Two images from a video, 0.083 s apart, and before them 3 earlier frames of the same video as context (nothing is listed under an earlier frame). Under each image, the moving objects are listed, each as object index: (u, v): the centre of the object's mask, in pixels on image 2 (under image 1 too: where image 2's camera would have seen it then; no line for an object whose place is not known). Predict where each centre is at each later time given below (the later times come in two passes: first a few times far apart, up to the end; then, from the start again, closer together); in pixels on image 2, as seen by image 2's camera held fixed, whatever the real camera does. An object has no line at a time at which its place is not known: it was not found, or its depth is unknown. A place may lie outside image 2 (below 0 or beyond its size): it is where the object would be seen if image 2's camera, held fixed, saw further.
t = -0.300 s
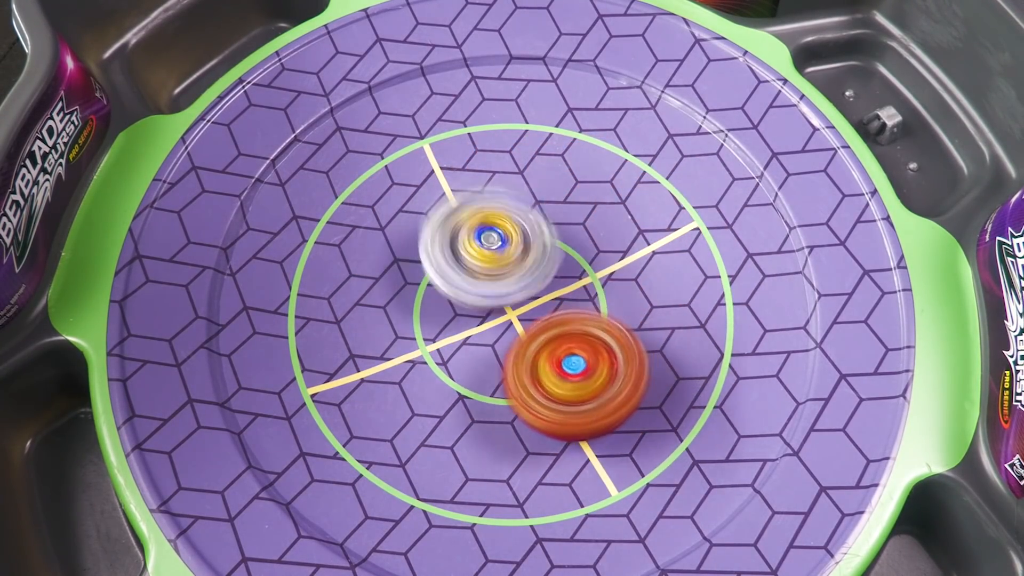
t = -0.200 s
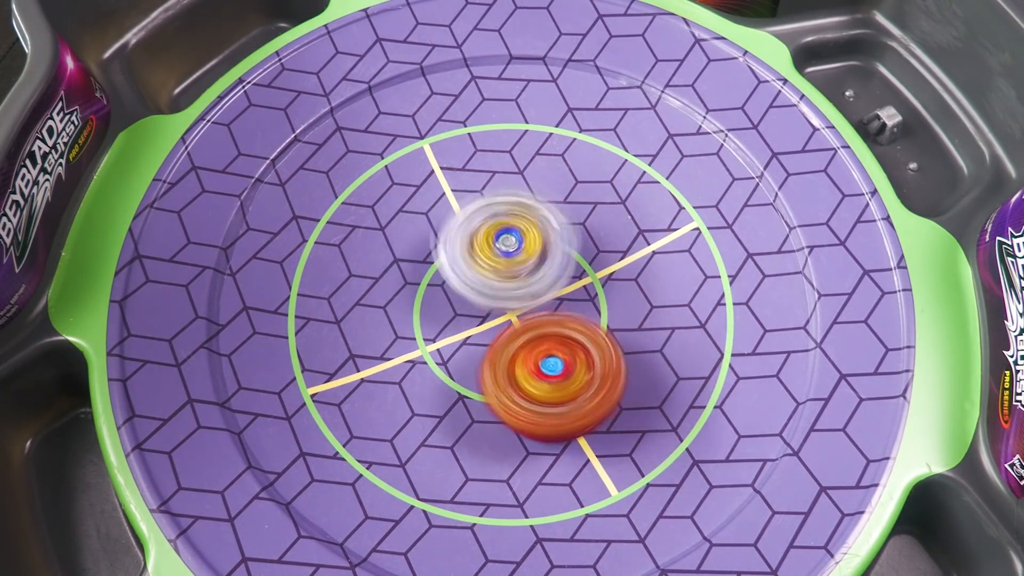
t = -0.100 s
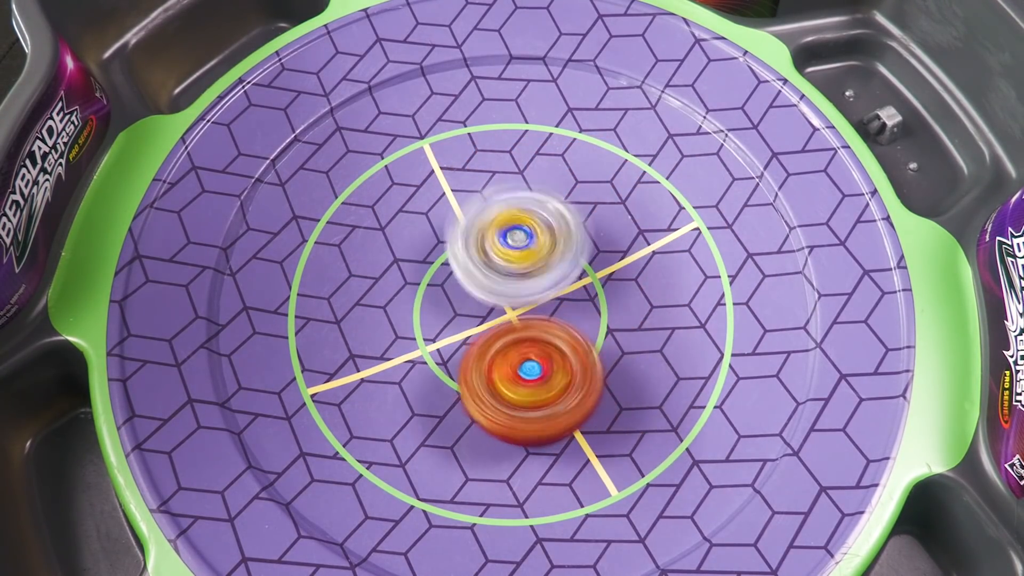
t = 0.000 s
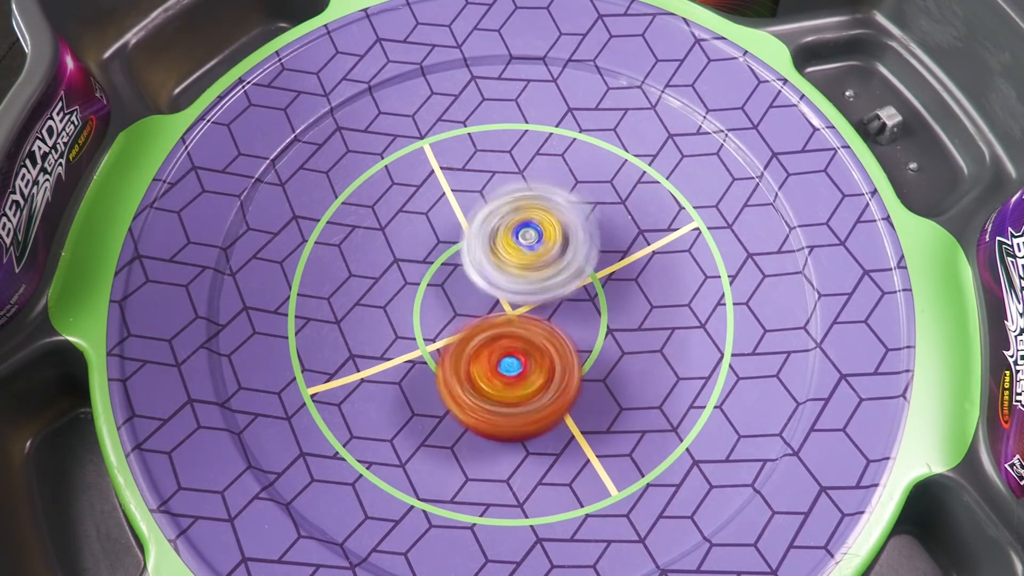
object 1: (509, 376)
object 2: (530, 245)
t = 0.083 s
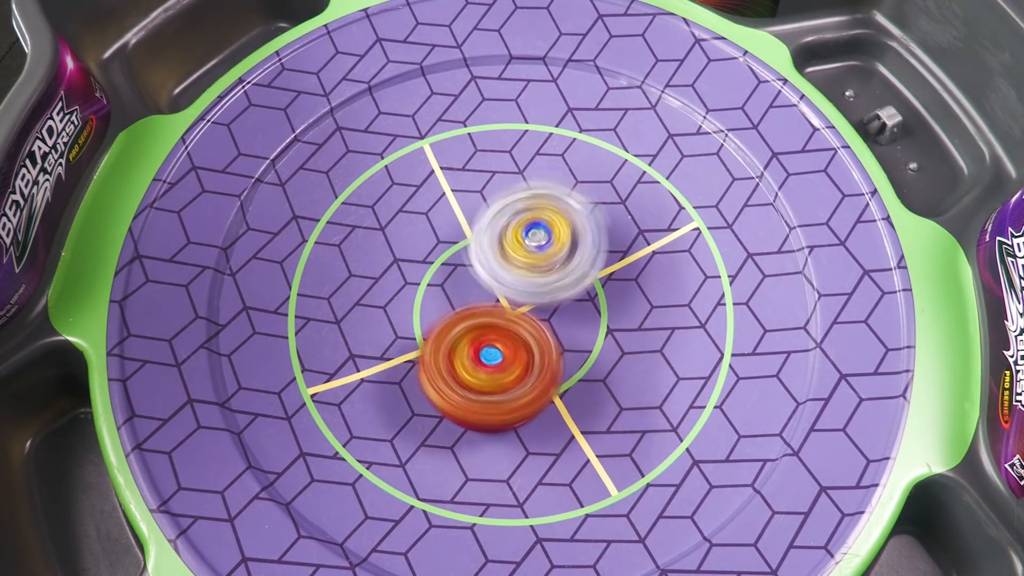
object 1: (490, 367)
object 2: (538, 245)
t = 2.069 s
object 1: (580, 238)
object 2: (502, 351)
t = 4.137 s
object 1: (487, 327)
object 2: (522, 190)
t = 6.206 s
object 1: (469, 264)
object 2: (617, 293)
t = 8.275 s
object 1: (495, 220)
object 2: (571, 345)
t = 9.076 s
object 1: (468, 223)
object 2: (563, 340)
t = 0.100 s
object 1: (486, 366)
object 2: (540, 245)
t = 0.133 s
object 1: (478, 362)
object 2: (546, 241)
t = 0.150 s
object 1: (474, 360)
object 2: (546, 239)
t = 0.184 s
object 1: (466, 354)
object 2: (549, 238)
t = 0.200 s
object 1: (464, 351)
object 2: (550, 236)
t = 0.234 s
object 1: (457, 345)
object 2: (551, 237)
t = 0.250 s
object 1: (454, 342)
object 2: (553, 237)
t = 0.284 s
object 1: (449, 335)
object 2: (553, 237)
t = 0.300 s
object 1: (448, 331)
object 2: (554, 239)
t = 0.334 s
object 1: (444, 323)
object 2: (555, 239)
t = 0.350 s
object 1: (442, 319)
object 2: (554, 240)
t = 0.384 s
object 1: (437, 311)
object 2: (556, 240)
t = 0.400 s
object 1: (433, 307)
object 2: (559, 239)
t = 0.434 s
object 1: (428, 299)
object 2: (562, 237)
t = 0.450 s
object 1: (427, 295)
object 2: (564, 237)
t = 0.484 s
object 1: (424, 287)
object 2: (565, 236)
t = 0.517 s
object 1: (422, 279)
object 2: (563, 237)
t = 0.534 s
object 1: (421, 276)
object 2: (564, 238)
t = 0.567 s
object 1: (420, 267)
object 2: (563, 238)
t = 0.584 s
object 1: (420, 263)
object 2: (562, 240)
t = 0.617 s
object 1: (420, 256)
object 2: (562, 241)
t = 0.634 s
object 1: (420, 253)
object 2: (562, 241)
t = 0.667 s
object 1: (419, 245)
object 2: (562, 242)
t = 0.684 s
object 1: (418, 242)
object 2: (564, 242)
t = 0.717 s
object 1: (420, 235)
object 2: (563, 244)
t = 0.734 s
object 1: (422, 232)
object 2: (562, 247)
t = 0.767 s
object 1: (421, 226)
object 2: (565, 249)
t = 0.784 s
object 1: (421, 223)
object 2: (565, 250)
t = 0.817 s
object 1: (423, 216)
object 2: (566, 252)
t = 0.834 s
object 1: (425, 214)
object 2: (567, 252)
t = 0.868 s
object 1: (428, 209)
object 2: (566, 256)
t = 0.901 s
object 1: (431, 205)
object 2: (565, 260)
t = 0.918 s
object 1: (434, 203)
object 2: (567, 260)
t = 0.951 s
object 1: (439, 200)
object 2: (566, 264)
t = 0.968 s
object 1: (442, 199)
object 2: (566, 266)
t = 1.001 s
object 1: (448, 196)
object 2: (567, 270)
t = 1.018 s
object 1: (451, 194)
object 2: (566, 272)
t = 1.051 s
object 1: (458, 191)
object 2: (567, 277)
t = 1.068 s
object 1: (461, 191)
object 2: (567, 277)
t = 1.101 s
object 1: (467, 189)
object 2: (569, 282)
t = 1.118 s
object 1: (470, 188)
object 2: (573, 284)
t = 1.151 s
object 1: (477, 188)
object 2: (575, 288)
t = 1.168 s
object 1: (482, 188)
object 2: (576, 291)
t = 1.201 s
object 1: (489, 189)
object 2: (578, 294)
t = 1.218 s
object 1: (493, 190)
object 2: (577, 296)
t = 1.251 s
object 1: (501, 189)
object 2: (581, 302)
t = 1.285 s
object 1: (506, 187)
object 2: (588, 313)
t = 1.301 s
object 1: (510, 187)
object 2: (588, 318)
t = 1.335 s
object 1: (516, 187)
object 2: (592, 331)
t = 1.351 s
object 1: (519, 188)
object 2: (596, 332)
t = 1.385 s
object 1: (525, 189)
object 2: (595, 342)
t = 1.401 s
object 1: (529, 190)
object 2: (597, 347)
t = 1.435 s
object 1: (535, 193)
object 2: (597, 350)
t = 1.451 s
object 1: (539, 196)
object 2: (595, 355)
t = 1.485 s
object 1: (545, 199)
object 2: (594, 355)
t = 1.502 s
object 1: (548, 202)
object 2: (593, 354)
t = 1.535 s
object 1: (555, 207)
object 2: (589, 356)
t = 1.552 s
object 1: (558, 209)
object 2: (589, 356)
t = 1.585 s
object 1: (564, 215)
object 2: (585, 357)
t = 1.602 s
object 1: (567, 218)
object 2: (581, 358)
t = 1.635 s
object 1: (573, 224)
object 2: (579, 358)
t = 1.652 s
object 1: (576, 223)
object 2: (578, 360)
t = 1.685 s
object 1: (582, 214)
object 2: (570, 372)
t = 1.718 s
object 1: (587, 210)
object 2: (567, 377)
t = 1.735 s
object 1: (588, 209)
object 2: (564, 377)
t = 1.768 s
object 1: (590, 209)
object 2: (557, 378)
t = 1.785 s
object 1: (591, 210)
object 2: (553, 380)
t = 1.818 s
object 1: (592, 210)
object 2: (547, 379)
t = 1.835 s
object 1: (592, 211)
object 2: (544, 378)
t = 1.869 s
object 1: (592, 213)
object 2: (539, 377)
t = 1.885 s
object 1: (591, 214)
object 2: (536, 377)
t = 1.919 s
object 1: (590, 217)
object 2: (532, 374)
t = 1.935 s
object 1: (590, 219)
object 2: (528, 375)
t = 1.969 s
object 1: (588, 223)
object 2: (524, 371)
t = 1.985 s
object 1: (587, 225)
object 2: (519, 367)
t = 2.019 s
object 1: (584, 230)
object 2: (513, 364)
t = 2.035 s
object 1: (582, 233)
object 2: (509, 358)
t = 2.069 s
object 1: (580, 238)
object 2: (502, 351)
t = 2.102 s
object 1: (579, 241)
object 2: (492, 345)
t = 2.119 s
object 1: (579, 243)
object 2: (485, 344)
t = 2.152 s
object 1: (582, 244)
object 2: (472, 341)
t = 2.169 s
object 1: (582, 245)
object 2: (464, 340)
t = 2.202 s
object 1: (581, 246)
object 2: (453, 334)
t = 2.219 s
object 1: (581, 247)
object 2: (448, 328)
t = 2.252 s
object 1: (579, 249)
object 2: (438, 322)
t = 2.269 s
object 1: (578, 251)
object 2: (436, 316)
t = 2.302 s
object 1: (575, 254)
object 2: (427, 308)
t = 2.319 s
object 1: (573, 256)
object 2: (426, 304)
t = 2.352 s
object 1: (569, 259)
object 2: (422, 294)
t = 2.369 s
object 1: (567, 261)
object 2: (421, 291)
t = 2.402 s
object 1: (565, 265)
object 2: (420, 283)
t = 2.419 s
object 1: (566, 267)
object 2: (419, 279)
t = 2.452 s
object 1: (566, 271)
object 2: (418, 271)
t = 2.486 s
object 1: (565, 274)
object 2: (417, 266)
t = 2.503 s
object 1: (563, 275)
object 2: (418, 264)
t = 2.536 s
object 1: (561, 279)
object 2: (419, 260)
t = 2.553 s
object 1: (562, 280)
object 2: (419, 258)
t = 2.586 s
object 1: (561, 283)
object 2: (419, 252)
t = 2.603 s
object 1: (560, 285)
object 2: (417, 251)
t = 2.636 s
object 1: (558, 288)
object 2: (419, 249)
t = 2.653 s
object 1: (557, 290)
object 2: (420, 247)
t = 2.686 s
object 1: (555, 293)
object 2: (423, 245)
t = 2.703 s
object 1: (555, 295)
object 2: (422, 243)
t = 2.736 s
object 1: (563, 306)
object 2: (417, 234)
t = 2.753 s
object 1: (565, 310)
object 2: (417, 229)
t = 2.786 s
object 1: (569, 315)
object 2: (416, 224)
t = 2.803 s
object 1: (570, 317)
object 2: (416, 223)
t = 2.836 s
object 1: (573, 322)
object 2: (419, 221)
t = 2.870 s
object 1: (575, 324)
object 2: (423, 220)
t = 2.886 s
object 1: (575, 326)
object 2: (426, 219)
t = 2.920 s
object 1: (576, 328)
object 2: (430, 220)
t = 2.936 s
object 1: (575, 329)
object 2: (434, 219)
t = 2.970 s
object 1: (575, 330)
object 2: (441, 219)
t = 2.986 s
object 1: (574, 330)
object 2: (442, 221)
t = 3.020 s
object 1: (573, 330)
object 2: (450, 221)
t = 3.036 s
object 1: (572, 330)
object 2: (455, 221)
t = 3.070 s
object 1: (570, 329)
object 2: (463, 223)
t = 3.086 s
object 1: (568, 329)
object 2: (465, 224)
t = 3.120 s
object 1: (566, 328)
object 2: (474, 230)
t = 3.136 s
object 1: (565, 330)
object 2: (476, 227)
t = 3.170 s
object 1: (564, 333)
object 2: (479, 226)
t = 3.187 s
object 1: (562, 333)
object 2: (481, 228)
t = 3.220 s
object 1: (563, 340)
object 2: (482, 222)
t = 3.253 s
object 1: (564, 345)
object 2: (483, 217)
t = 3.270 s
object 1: (565, 347)
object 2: (482, 215)
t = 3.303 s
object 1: (565, 350)
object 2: (483, 213)
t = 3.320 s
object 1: (565, 350)
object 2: (486, 213)
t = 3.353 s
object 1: (563, 350)
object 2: (488, 212)
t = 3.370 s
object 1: (563, 350)
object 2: (487, 213)
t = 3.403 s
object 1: (562, 349)
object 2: (492, 214)
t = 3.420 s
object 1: (561, 349)
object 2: (495, 213)
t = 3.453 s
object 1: (558, 347)
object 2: (498, 215)
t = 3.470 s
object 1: (557, 346)
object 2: (499, 216)
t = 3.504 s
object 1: (554, 343)
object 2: (502, 219)
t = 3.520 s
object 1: (553, 342)
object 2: (506, 218)
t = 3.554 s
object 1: (549, 340)
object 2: (509, 219)
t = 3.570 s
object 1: (548, 346)
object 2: (507, 214)
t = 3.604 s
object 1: (544, 351)
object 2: (507, 208)
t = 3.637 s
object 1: (541, 351)
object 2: (508, 204)
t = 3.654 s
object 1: (539, 350)
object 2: (510, 199)
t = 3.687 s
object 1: (536, 348)
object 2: (510, 195)
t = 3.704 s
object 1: (534, 347)
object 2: (509, 196)
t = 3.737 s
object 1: (531, 343)
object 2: (511, 193)
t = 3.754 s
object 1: (528, 342)
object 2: (513, 193)
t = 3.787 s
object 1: (524, 337)
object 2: (513, 194)
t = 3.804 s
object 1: (521, 334)
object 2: (513, 195)
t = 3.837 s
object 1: (517, 328)
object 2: (514, 197)
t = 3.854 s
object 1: (515, 326)
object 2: (516, 196)
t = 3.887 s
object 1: (509, 331)
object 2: (516, 189)
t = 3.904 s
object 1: (507, 332)
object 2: (515, 187)
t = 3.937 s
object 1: (505, 332)
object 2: (515, 182)
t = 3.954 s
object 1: (503, 332)
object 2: (516, 180)
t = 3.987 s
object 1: (502, 330)
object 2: (515, 182)
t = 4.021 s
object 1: (500, 327)
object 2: (514, 185)
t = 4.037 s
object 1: (500, 326)
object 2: (513, 188)
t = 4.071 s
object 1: (498, 323)
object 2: (515, 191)
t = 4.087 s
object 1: (498, 321)
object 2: (515, 192)
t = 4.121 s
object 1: (490, 325)
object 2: (520, 190)
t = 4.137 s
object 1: (487, 327)
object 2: (522, 190)
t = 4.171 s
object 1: (483, 328)
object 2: (522, 189)
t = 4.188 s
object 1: (483, 328)
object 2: (522, 190)
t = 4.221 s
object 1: (480, 327)
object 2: (524, 193)
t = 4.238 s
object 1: (480, 327)
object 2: (526, 194)
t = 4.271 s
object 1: (478, 325)
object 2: (528, 197)
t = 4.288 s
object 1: (479, 324)
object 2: (529, 200)
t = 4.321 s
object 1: (478, 322)
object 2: (530, 204)
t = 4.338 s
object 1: (477, 322)
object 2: (531, 204)
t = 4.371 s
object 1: (475, 321)
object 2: (537, 205)
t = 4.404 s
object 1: (476, 319)
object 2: (541, 207)
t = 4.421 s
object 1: (475, 318)
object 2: (544, 208)
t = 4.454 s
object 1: (474, 317)
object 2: (546, 210)
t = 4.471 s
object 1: (474, 317)
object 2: (549, 210)
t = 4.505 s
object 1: (473, 316)
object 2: (553, 211)
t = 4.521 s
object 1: (472, 316)
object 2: (555, 213)
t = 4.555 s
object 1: (471, 314)
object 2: (561, 214)
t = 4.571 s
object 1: (472, 314)
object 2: (562, 213)
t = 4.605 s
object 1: (473, 312)
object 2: (566, 218)
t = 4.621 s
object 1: (473, 312)
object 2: (568, 220)
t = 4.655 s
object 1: (471, 310)
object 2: (571, 221)
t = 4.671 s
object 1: (470, 309)
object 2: (577, 221)
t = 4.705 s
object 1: (470, 308)
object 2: (582, 223)
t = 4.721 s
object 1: (471, 307)
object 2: (584, 226)
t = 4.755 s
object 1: (471, 305)
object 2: (590, 229)
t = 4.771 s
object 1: (472, 304)
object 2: (593, 229)
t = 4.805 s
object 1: (475, 301)
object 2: (597, 234)
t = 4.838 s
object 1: (477, 298)
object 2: (600, 236)
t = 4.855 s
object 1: (475, 297)
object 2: (600, 237)
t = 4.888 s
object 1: (475, 294)
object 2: (604, 237)
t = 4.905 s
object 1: (477, 293)
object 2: (607, 237)
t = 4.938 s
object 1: (477, 292)
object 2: (610, 239)
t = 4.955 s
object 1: (478, 291)
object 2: (610, 242)
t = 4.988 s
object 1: (478, 289)
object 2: (611, 244)
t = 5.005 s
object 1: (473, 289)
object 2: (617, 242)
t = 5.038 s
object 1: (461, 293)
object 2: (625, 240)
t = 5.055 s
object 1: (457, 293)
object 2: (628, 240)
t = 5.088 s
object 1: (453, 293)
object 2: (634, 239)
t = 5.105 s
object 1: (452, 293)
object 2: (636, 240)
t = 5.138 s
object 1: (451, 293)
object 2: (639, 242)
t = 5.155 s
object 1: (450, 294)
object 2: (638, 241)
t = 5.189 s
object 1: (450, 294)
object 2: (636, 243)
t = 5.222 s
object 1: (449, 294)
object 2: (634, 246)
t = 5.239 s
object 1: (450, 293)
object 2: (631, 250)
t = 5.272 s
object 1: (452, 294)
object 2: (628, 253)
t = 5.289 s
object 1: (452, 293)
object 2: (626, 253)
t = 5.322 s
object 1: (454, 292)
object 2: (617, 257)
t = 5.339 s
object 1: (456, 291)
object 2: (614, 261)
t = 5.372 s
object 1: (462, 290)
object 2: (605, 264)
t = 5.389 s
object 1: (461, 290)
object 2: (601, 264)
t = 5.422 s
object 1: (456, 289)
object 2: (601, 266)
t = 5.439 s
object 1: (453, 289)
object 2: (603, 264)
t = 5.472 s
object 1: (452, 287)
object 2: (603, 263)
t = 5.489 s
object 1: (454, 287)
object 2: (602, 266)
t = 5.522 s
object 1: (454, 287)
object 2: (601, 269)
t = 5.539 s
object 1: (455, 286)
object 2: (601, 267)
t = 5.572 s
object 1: (455, 286)
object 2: (599, 270)
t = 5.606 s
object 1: (454, 285)
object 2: (600, 272)
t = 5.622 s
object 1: (454, 284)
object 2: (598, 272)
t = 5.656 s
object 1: (451, 282)
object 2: (604, 274)
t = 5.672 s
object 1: (450, 281)
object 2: (606, 276)
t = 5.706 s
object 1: (450, 280)
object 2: (607, 278)
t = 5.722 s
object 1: (452, 279)
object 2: (609, 277)
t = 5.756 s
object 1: (452, 278)
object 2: (610, 278)
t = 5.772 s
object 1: (453, 277)
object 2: (606, 279)
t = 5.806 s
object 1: (456, 277)
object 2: (605, 281)
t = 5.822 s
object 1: (458, 276)
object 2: (605, 282)
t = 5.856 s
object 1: (459, 275)
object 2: (604, 285)
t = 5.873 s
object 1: (455, 272)
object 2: (612, 283)
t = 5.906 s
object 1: (452, 270)
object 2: (617, 286)
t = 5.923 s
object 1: (453, 269)
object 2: (618, 288)
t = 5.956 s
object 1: (454, 267)
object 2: (624, 289)
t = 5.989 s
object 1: (457, 267)
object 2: (626, 289)
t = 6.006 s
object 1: (458, 267)
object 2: (625, 293)
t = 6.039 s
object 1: (462, 267)
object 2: (623, 291)
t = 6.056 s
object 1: (464, 267)
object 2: (623, 291)
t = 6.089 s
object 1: (470, 267)
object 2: (617, 294)
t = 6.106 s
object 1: (472, 267)
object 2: (616, 293)
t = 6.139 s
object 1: (470, 265)
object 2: (620, 293)
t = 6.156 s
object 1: (469, 264)
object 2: (619, 293)
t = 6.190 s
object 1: (469, 263)
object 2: (620, 291)
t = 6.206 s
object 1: (469, 264)
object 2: (617, 293)
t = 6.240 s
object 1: (471, 263)
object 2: (615, 295)
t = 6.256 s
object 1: (473, 264)
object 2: (618, 297)
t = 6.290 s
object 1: (476, 264)
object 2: (615, 297)
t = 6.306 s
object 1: (476, 264)
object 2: (617, 296)
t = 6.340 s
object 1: (476, 263)
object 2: (623, 298)
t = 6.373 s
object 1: (476, 261)
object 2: (626, 299)
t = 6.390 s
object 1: (478, 260)
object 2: (626, 301)
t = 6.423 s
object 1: (481, 261)
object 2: (631, 304)
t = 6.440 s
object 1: (484, 261)
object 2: (629, 304)
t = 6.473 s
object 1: (487, 262)
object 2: (626, 303)
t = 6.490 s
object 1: (484, 260)
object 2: (628, 305)
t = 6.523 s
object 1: (475, 257)
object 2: (635, 306)
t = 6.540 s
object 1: (473, 255)
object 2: (639, 307)
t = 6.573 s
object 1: (470, 253)
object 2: (640, 310)
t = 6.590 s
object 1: (470, 253)
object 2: (643, 308)
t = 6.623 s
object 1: (469, 253)
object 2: (638, 308)
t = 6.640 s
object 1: (468, 253)
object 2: (633, 307)
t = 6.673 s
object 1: (467, 253)
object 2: (629, 307)
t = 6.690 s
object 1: (468, 253)
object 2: (623, 307)
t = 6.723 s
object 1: (470, 254)
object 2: (617, 307)
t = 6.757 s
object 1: (470, 254)
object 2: (611, 306)
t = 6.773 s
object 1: (471, 255)
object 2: (606, 304)
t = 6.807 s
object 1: (465, 251)
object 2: (606, 303)
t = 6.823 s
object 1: (464, 250)
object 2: (603, 304)
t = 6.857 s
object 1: (463, 249)
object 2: (603, 304)
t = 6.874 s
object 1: (463, 248)
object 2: (601, 305)
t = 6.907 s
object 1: (462, 249)
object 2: (596, 305)
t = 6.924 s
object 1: (463, 249)
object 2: (596, 306)
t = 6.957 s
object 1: (461, 247)
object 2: (591, 307)
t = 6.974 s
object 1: (460, 246)
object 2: (592, 307)
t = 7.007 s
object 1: (460, 244)
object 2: (586, 310)
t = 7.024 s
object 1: (461, 245)
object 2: (585, 310)
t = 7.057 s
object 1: (455, 241)
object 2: (585, 312)
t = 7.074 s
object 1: (454, 239)
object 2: (581, 313)
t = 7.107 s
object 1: (452, 237)
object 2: (580, 317)
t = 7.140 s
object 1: (451, 236)
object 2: (576, 319)
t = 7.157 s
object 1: (451, 235)
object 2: (572, 318)
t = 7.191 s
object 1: (452, 235)
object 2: (567, 322)
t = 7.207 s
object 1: (452, 235)
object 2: (563, 322)
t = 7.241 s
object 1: (452, 233)
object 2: (561, 322)
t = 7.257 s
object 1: (451, 231)
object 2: (559, 323)
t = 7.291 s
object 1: (451, 229)
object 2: (561, 325)
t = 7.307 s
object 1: (453, 228)
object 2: (558, 324)
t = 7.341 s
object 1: (455, 230)
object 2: (556, 326)
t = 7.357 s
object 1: (455, 230)
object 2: (553, 330)
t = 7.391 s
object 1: (458, 230)
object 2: (557, 331)
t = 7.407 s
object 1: (459, 229)
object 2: (557, 333)
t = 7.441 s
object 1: (461, 231)
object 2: (555, 334)
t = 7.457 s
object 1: (461, 228)
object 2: (561, 339)
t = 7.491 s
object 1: (462, 224)
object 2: (563, 342)
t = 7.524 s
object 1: (465, 225)
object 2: (566, 344)
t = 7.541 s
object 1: (467, 225)
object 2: (563, 347)
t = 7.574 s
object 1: (469, 226)
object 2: (569, 347)
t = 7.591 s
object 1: (471, 227)
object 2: (566, 346)
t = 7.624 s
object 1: (473, 229)
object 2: (568, 345)
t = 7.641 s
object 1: (474, 231)
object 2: (567, 346)
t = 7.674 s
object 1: (479, 232)
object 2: (569, 342)
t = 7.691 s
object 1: (481, 235)
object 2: (567, 342)
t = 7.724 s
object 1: (483, 228)
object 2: (567, 342)
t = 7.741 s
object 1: (484, 226)
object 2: (568, 347)
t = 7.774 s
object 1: (484, 221)
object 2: (570, 344)
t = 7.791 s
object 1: (484, 220)
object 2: (570, 345)
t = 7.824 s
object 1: (484, 218)
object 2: (564, 339)
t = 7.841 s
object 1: (484, 218)
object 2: (562, 341)
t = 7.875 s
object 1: (485, 218)
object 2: (559, 337)
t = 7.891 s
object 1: (485, 220)
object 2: (557, 337)
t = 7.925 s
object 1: (485, 219)
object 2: (555, 335)
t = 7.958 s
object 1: (486, 217)
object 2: (558, 334)
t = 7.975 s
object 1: (487, 216)
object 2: (553, 331)
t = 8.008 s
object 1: (488, 215)
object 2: (558, 333)
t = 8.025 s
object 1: (488, 214)
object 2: (554, 333)
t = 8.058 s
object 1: (491, 215)
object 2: (558, 334)
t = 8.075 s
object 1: (491, 216)
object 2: (555, 333)
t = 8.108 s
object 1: (490, 216)
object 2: (562, 338)
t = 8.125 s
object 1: (490, 214)
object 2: (559, 338)
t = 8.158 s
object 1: (492, 212)
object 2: (566, 342)
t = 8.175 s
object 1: (494, 213)
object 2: (565, 341)
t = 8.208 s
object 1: (495, 216)
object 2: (568, 343)
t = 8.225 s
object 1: (495, 217)
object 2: (567, 343)
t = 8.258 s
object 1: (494, 219)
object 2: (570, 346)
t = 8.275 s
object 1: (495, 220)
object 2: (571, 345)
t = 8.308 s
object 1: (496, 223)
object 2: (574, 341)
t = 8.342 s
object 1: (496, 226)
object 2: (568, 337)
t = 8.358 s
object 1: (494, 224)
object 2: (569, 341)
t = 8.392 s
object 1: (495, 220)
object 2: (571, 338)
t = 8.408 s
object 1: (495, 220)
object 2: (573, 340)
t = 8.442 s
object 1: (493, 220)
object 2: (569, 333)
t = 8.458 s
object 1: (490, 219)
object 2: (566, 335)
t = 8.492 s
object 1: (488, 215)
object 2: (570, 336)
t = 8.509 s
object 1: (487, 214)
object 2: (567, 334)
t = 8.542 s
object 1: (487, 214)
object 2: (568, 333)
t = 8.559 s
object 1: (486, 215)
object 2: (563, 332)
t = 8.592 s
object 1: (485, 216)
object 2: (561, 331)
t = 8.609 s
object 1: (484, 216)
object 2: (559, 327)
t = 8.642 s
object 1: (481, 217)
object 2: (559, 329)
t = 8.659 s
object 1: (480, 215)
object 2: (558, 330)
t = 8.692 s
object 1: (481, 213)
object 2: (561, 332)
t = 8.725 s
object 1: (484, 213)
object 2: (554, 332)
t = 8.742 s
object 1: (483, 211)
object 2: (557, 337)
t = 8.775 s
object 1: (481, 207)
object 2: (560, 341)
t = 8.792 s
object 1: (482, 206)
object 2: (560, 344)
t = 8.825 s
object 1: (484, 206)
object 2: (569, 344)
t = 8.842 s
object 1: (485, 207)
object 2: (564, 345)
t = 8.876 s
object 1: (486, 212)
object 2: (566, 349)
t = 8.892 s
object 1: (484, 215)
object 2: (565, 351)
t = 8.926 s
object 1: (479, 219)
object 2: (567, 356)
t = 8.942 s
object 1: (476, 220)
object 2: (571, 355)
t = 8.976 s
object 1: (472, 221)
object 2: (572, 353)
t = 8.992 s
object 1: (471, 222)
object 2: (574, 349)
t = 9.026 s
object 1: (468, 222)
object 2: (566, 343)
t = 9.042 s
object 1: (468, 222)
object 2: (564, 344)
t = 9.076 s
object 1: (468, 223)
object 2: (563, 340)
